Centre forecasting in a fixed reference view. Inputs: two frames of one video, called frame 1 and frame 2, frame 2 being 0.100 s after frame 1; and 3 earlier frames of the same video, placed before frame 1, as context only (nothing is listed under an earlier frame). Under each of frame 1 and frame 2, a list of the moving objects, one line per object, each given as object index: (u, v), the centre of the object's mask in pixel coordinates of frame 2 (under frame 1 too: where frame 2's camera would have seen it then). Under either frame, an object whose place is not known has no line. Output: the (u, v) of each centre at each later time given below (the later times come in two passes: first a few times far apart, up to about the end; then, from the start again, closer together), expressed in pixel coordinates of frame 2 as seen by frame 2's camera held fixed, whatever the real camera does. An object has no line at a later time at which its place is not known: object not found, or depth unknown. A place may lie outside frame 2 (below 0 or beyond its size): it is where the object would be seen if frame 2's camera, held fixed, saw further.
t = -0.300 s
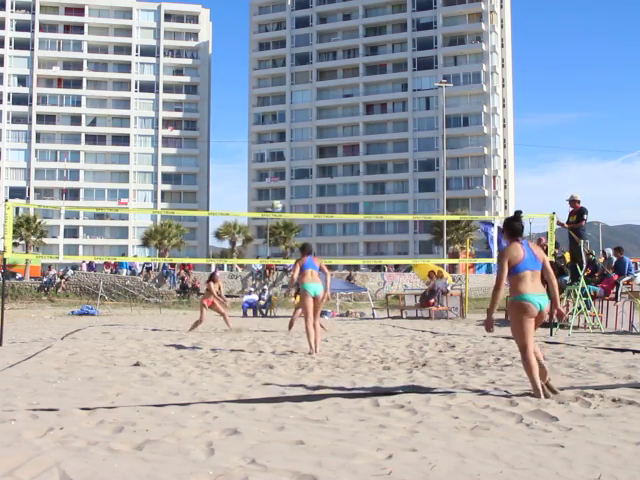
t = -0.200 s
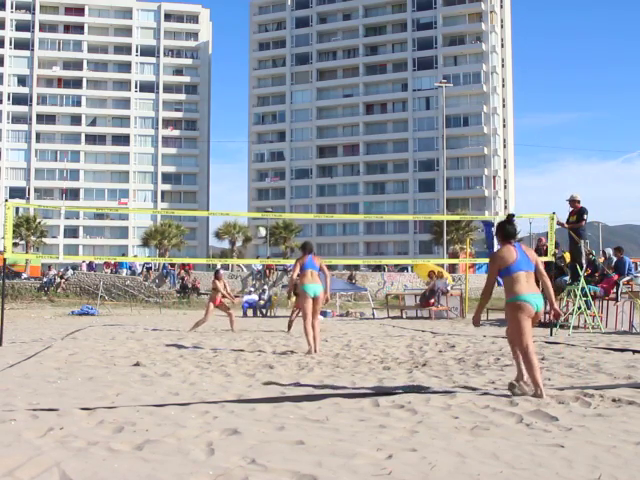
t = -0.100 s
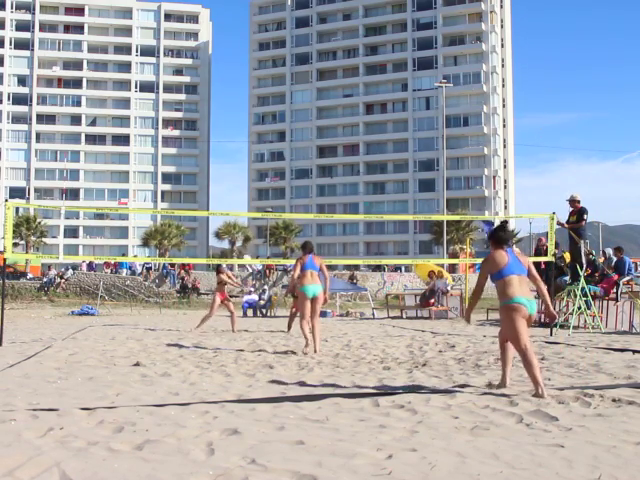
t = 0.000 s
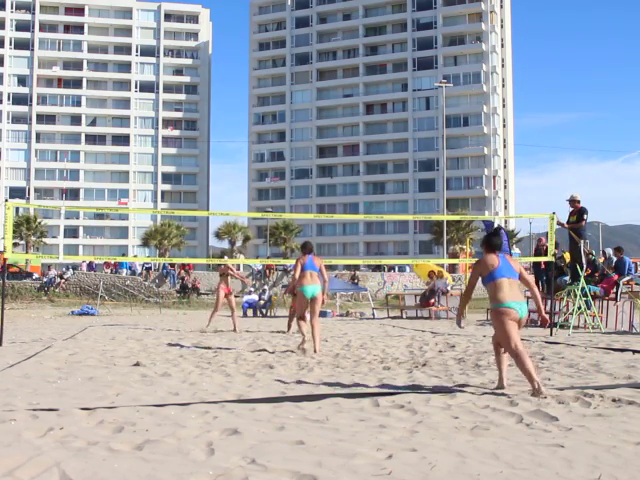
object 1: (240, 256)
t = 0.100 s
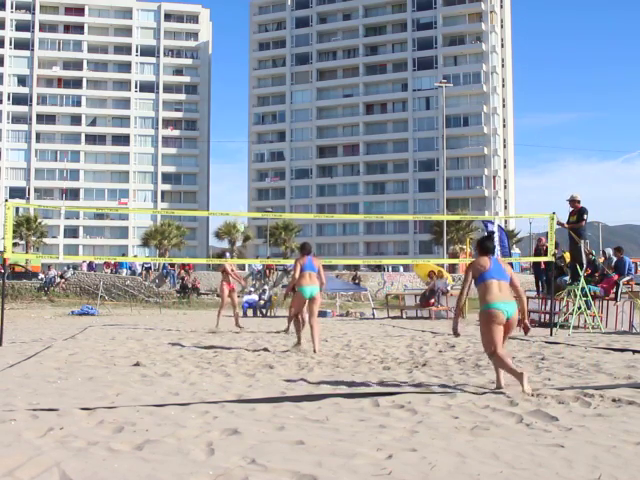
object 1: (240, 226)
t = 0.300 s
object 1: (236, 176)
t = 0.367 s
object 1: (235, 163)
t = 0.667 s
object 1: (228, 124)
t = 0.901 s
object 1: (220, 121)
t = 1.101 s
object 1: (211, 139)
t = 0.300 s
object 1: (236, 176)
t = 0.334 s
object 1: (235, 169)
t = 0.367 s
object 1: (235, 163)
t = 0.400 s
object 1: (234, 157)
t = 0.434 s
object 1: (234, 151)
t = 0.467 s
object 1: (233, 145)
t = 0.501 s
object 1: (232, 140)
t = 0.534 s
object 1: (231, 136)
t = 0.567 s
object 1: (230, 133)
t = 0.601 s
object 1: (230, 130)
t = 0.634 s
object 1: (229, 127)
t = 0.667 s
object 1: (228, 124)
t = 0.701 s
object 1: (227, 122)
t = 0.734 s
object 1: (226, 120)
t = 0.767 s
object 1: (225, 120)
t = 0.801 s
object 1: (223, 119)
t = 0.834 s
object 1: (222, 120)
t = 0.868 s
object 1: (221, 120)
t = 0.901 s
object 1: (220, 121)
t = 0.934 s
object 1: (219, 122)
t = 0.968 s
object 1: (217, 124)
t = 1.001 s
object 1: (216, 127)
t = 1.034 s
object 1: (215, 131)
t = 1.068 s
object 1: (213, 135)
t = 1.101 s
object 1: (211, 139)
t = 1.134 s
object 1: (209, 144)
